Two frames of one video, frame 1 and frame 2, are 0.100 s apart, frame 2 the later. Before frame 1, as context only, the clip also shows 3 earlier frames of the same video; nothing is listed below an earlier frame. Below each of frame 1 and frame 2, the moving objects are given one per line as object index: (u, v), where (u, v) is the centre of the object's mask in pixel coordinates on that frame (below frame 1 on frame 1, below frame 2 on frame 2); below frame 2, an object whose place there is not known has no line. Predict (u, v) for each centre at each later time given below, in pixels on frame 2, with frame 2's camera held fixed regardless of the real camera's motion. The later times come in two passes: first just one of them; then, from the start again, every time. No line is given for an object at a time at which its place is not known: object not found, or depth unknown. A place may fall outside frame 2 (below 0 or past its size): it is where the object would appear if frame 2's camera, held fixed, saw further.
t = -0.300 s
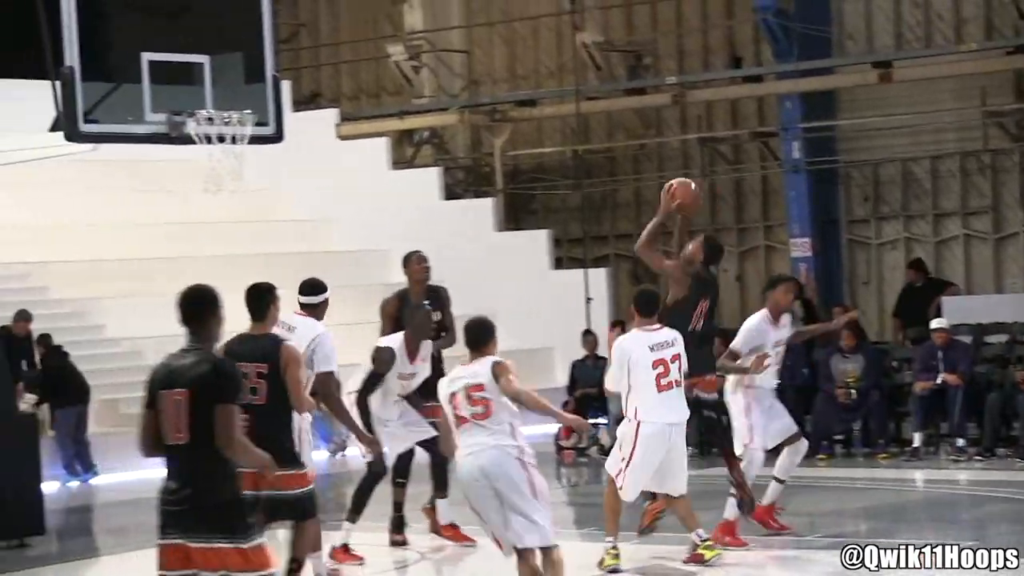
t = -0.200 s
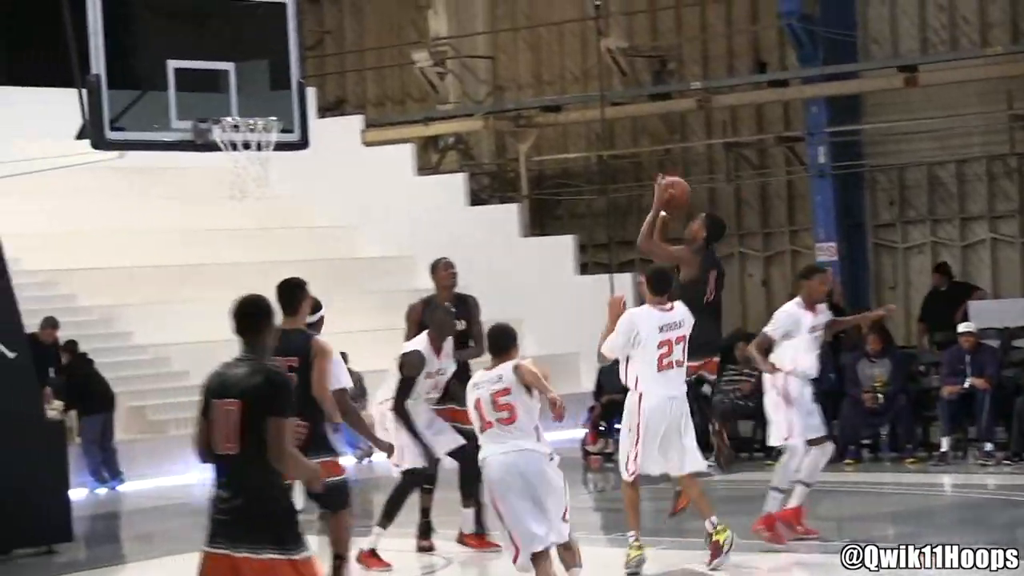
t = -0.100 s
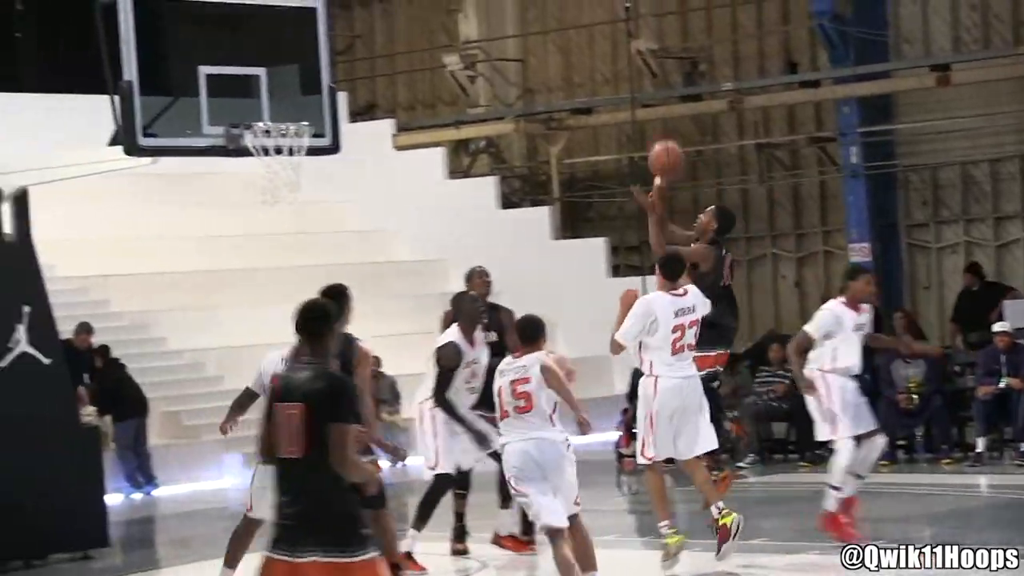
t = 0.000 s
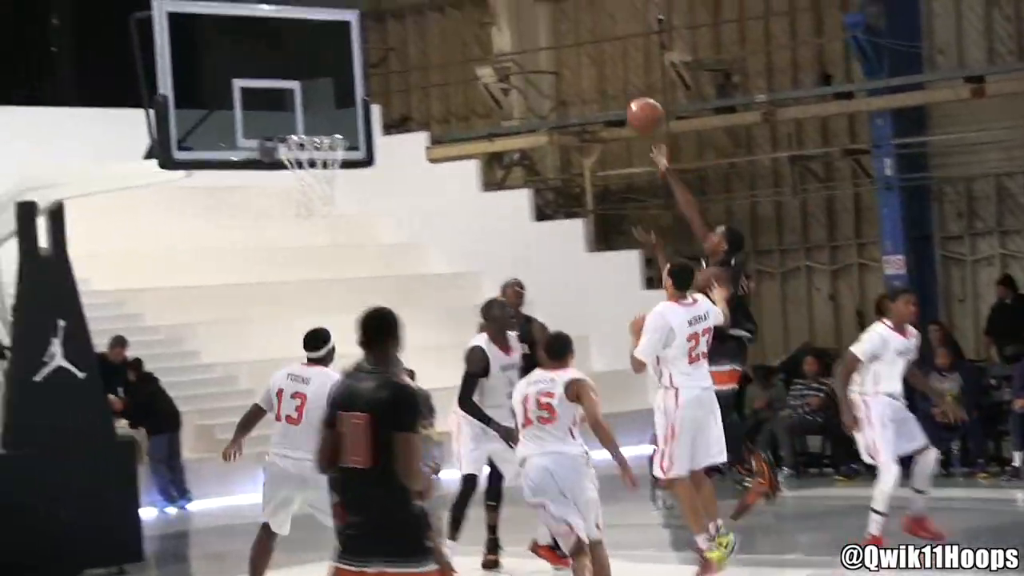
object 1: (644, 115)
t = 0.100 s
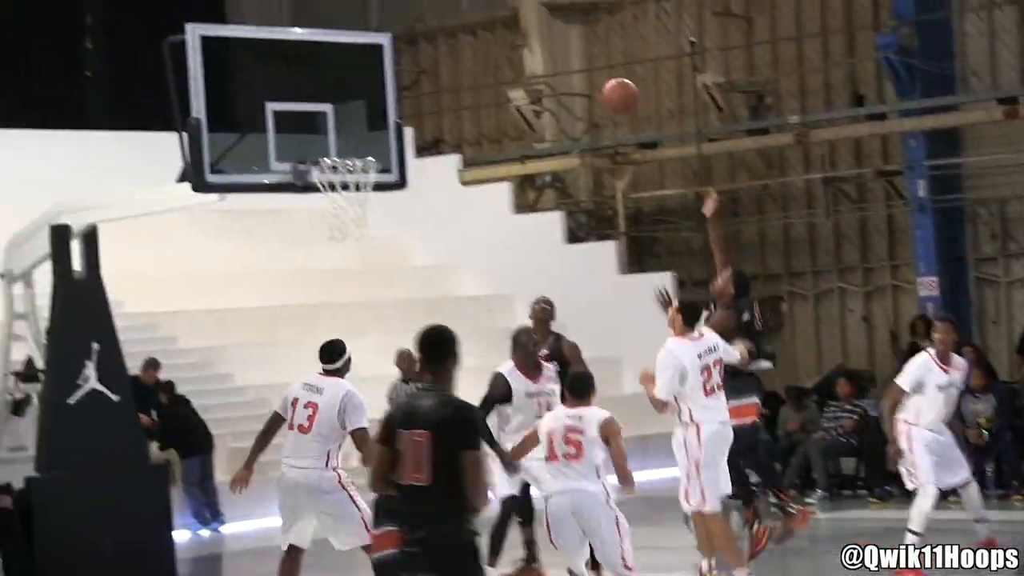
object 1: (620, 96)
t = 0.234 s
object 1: (547, 62)
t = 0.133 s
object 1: (601, 85)
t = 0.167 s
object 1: (583, 76)
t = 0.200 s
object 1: (565, 69)
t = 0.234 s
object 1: (547, 62)
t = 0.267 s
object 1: (529, 58)
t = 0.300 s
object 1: (511, 54)
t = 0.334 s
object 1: (494, 52)
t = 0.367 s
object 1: (478, 53)
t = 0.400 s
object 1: (460, 55)
